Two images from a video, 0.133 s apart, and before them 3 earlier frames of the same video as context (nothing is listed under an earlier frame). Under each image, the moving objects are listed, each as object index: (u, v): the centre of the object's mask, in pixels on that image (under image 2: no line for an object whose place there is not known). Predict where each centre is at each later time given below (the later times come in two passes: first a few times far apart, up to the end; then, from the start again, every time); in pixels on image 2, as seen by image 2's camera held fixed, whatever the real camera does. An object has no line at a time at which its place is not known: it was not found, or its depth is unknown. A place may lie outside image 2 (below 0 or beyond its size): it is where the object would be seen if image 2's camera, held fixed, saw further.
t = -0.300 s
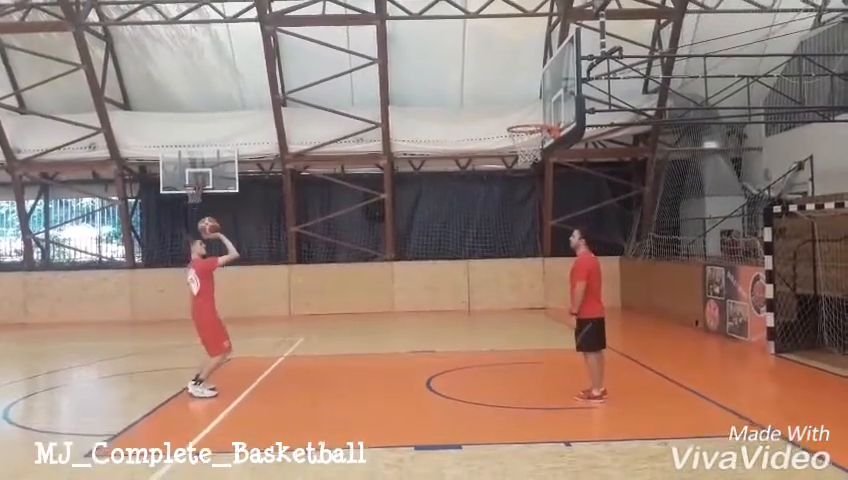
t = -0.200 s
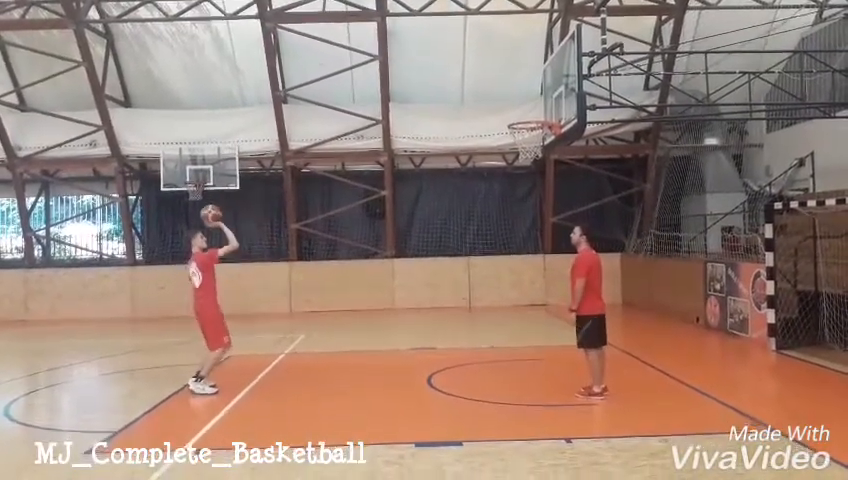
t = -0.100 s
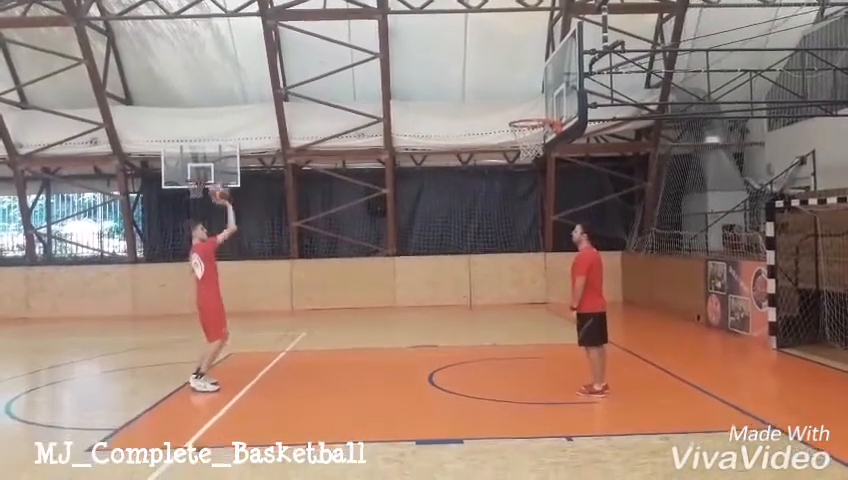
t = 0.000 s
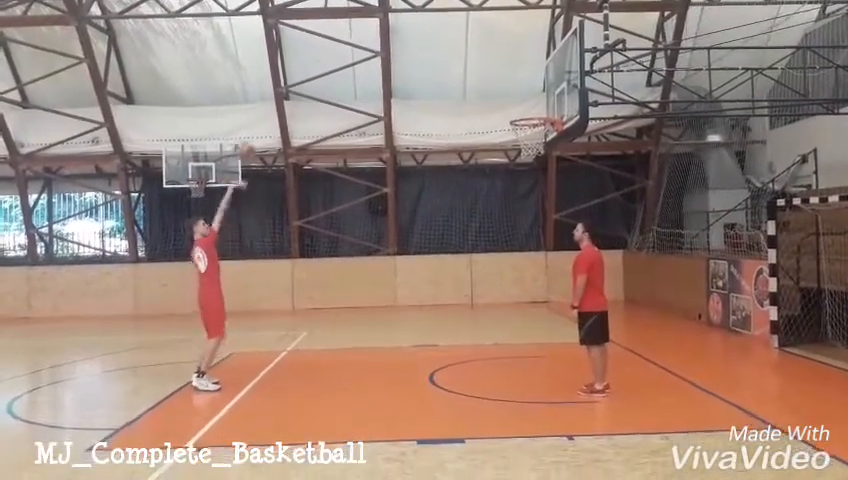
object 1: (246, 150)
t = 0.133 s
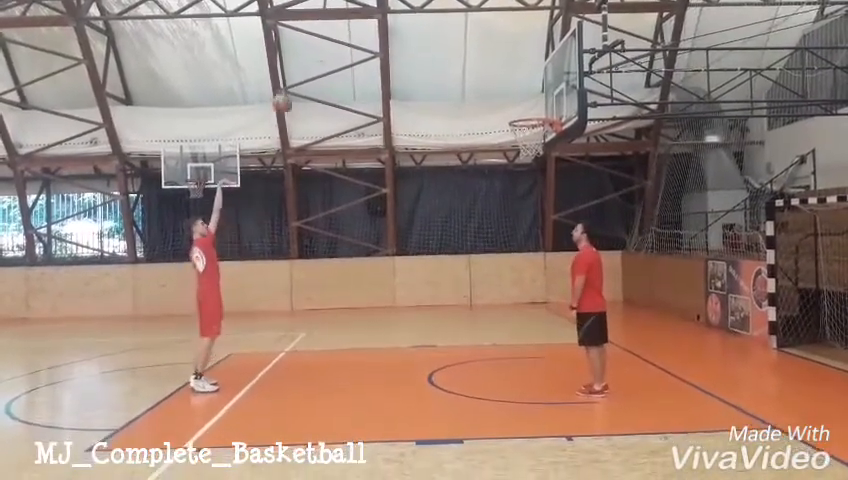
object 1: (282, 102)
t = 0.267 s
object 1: (321, 70)
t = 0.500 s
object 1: (390, 46)
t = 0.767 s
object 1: (470, 72)
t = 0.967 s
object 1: (525, 130)
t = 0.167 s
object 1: (292, 94)
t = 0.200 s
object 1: (301, 87)
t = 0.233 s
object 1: (312, 77)
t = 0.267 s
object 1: (321, 70)
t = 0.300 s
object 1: (330, 64)
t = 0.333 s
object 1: (341, 58)
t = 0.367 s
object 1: (352, 55)
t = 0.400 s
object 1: (361, 51)
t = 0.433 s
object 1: (370, 48)
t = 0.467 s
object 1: (379, 44)
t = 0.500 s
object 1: (390, 46)
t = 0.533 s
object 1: (400, 46)
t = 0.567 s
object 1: (410, 47)
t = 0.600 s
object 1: (420, 49)
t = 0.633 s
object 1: (430, 52)
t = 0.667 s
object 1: (440, 56)
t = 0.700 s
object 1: (450, 60)
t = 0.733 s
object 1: (459, 65)
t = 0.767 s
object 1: (470, 72)
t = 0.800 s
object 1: (479, 78)
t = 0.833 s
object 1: (489, 87)
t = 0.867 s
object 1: (499, 97)
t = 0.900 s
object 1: (509, 106)
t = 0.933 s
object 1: (519, 117)
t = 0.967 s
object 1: (525, 130)
